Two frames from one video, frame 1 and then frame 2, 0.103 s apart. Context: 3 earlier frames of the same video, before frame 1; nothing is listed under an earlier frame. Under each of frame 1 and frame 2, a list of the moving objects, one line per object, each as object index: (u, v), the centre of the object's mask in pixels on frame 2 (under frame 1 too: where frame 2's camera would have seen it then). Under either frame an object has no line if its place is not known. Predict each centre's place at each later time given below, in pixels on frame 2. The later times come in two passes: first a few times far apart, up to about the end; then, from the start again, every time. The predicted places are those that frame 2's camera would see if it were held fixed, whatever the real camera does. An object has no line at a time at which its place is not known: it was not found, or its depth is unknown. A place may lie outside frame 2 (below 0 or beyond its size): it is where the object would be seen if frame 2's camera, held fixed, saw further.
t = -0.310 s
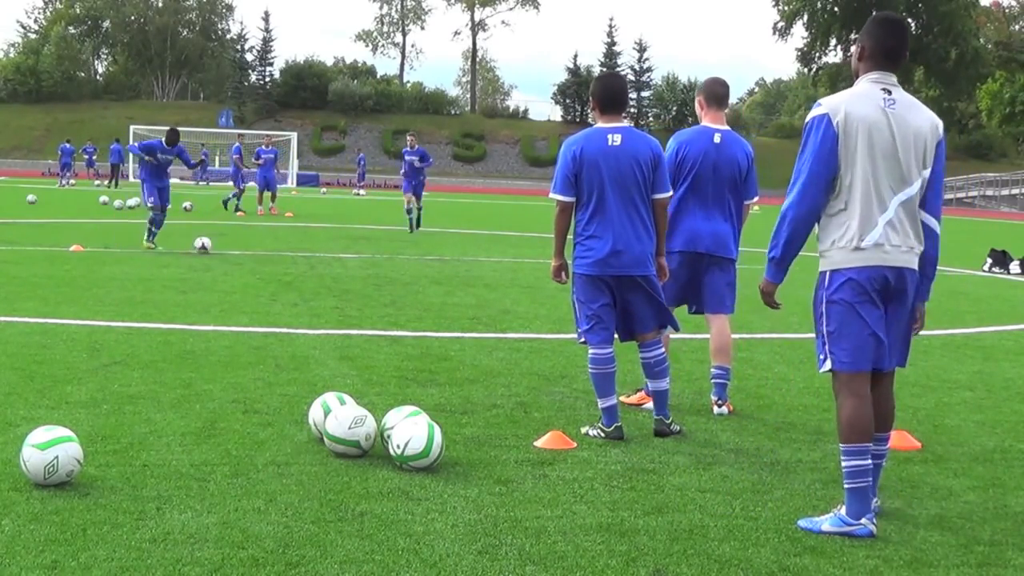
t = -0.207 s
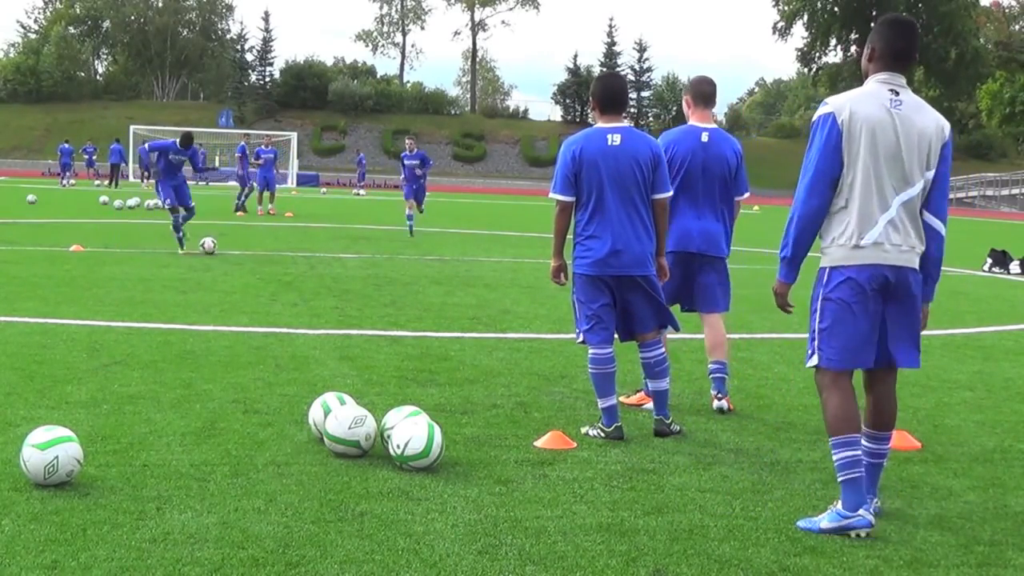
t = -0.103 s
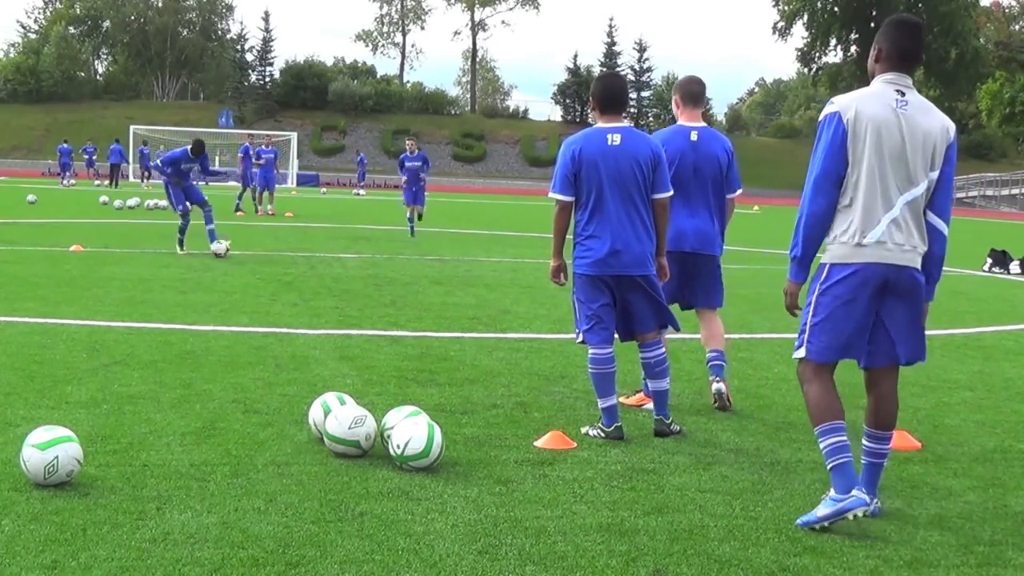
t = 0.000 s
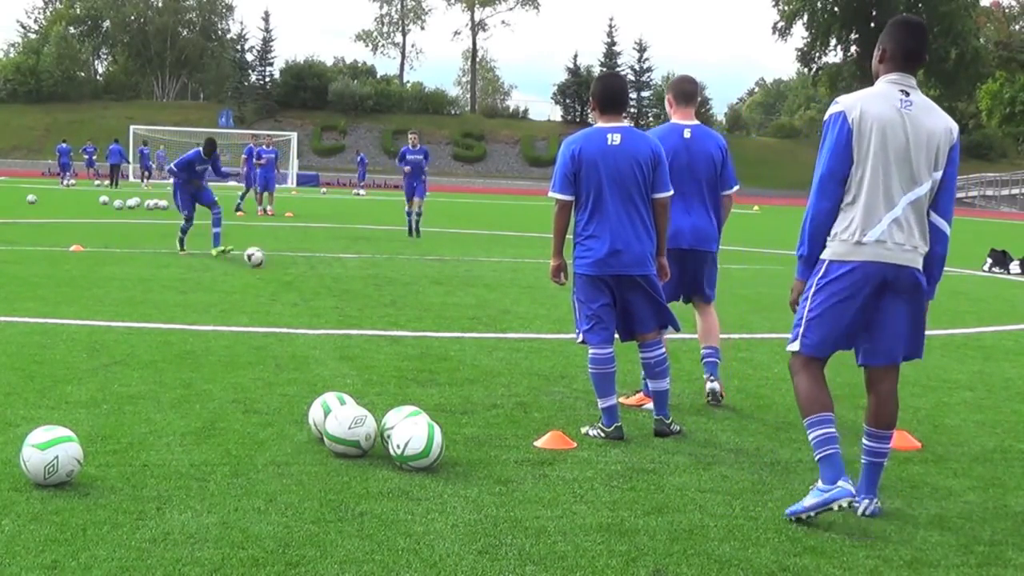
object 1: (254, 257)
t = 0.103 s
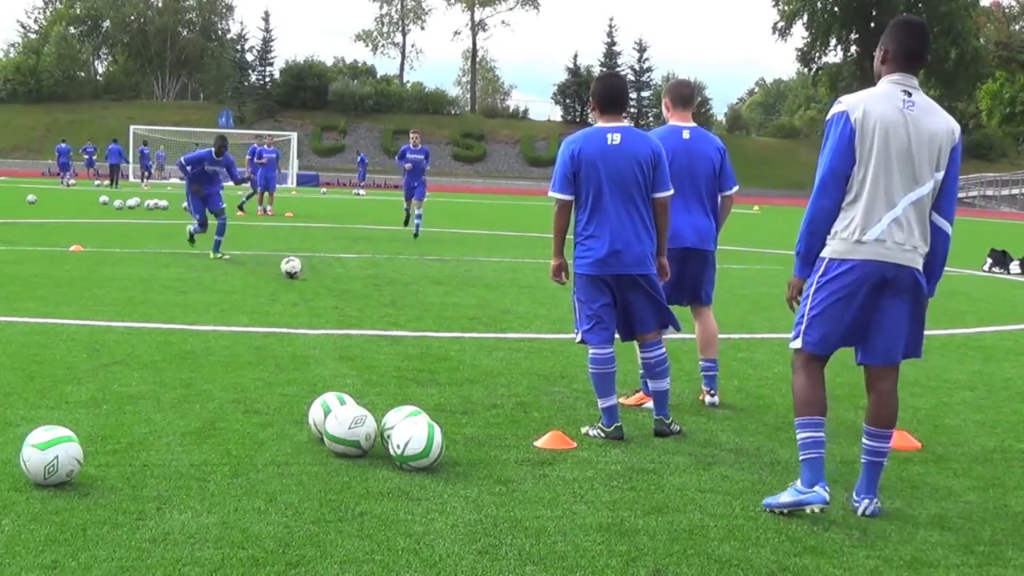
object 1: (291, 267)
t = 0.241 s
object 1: (343, 283)
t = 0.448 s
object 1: (430, 310)
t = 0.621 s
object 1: (515, 338)
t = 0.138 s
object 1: (303, 269)
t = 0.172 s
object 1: (317, 272)
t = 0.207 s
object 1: (330, 277)
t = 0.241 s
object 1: (343, 283)
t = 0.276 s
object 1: (356, 286)
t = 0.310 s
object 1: (370, 290)
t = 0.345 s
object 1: (384, 295)
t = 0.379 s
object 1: (399, 301)
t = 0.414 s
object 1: (415, 305)
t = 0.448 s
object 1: (430, 310)
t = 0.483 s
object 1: (446, 315)
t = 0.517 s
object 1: (462, 321)
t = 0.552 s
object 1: (479, 327)
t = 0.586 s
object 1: (497, 333)
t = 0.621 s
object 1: (515, 338)
